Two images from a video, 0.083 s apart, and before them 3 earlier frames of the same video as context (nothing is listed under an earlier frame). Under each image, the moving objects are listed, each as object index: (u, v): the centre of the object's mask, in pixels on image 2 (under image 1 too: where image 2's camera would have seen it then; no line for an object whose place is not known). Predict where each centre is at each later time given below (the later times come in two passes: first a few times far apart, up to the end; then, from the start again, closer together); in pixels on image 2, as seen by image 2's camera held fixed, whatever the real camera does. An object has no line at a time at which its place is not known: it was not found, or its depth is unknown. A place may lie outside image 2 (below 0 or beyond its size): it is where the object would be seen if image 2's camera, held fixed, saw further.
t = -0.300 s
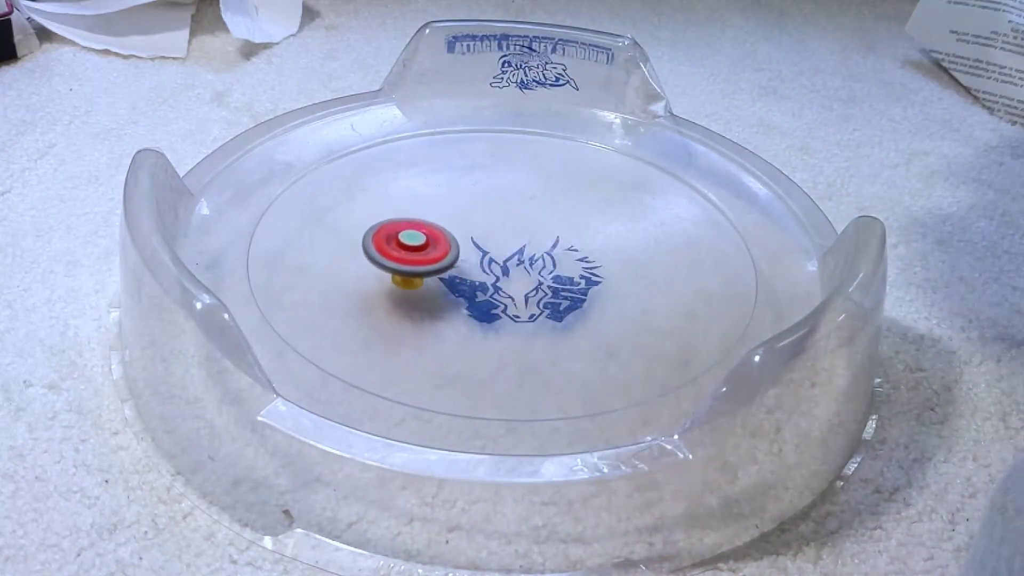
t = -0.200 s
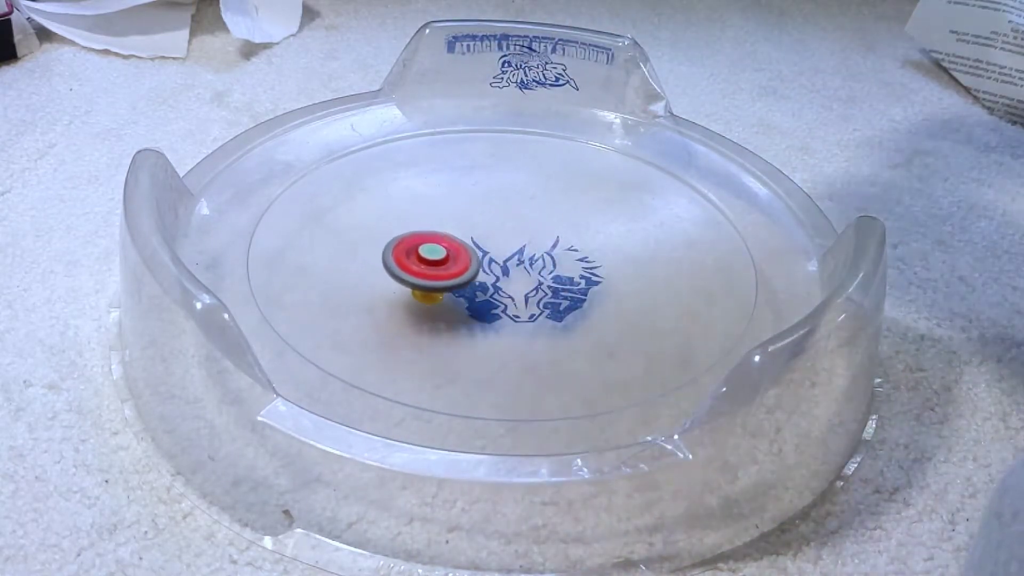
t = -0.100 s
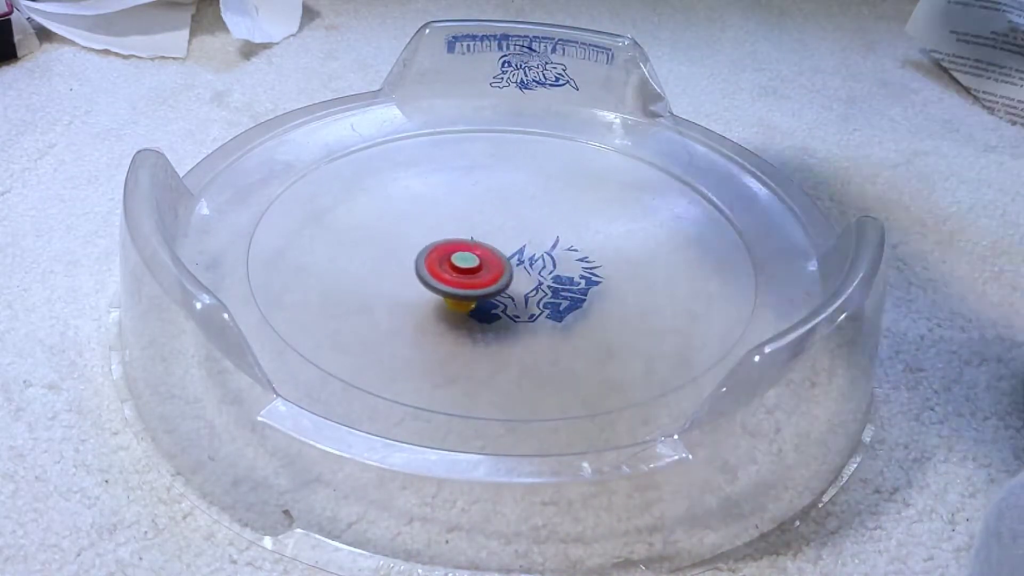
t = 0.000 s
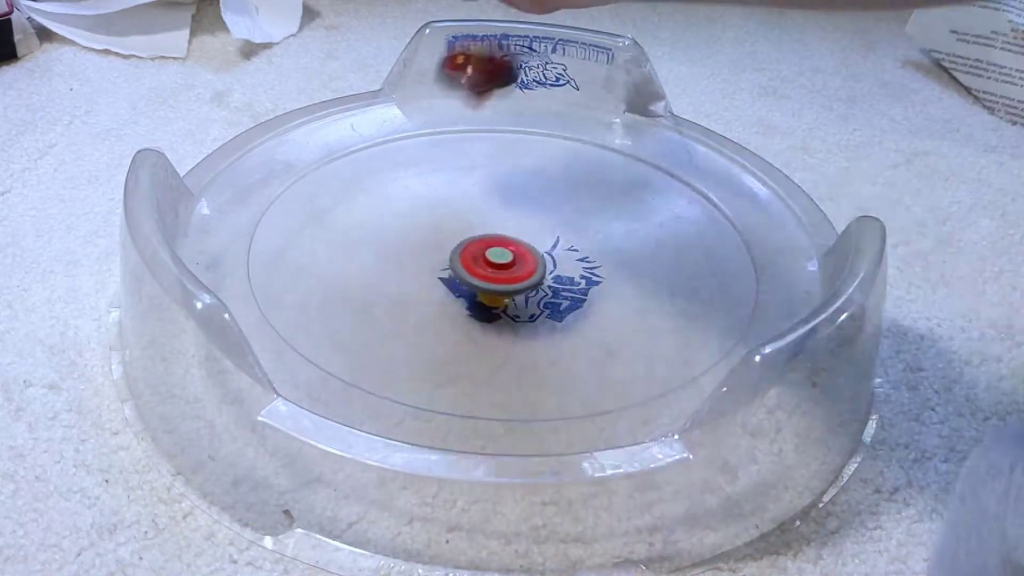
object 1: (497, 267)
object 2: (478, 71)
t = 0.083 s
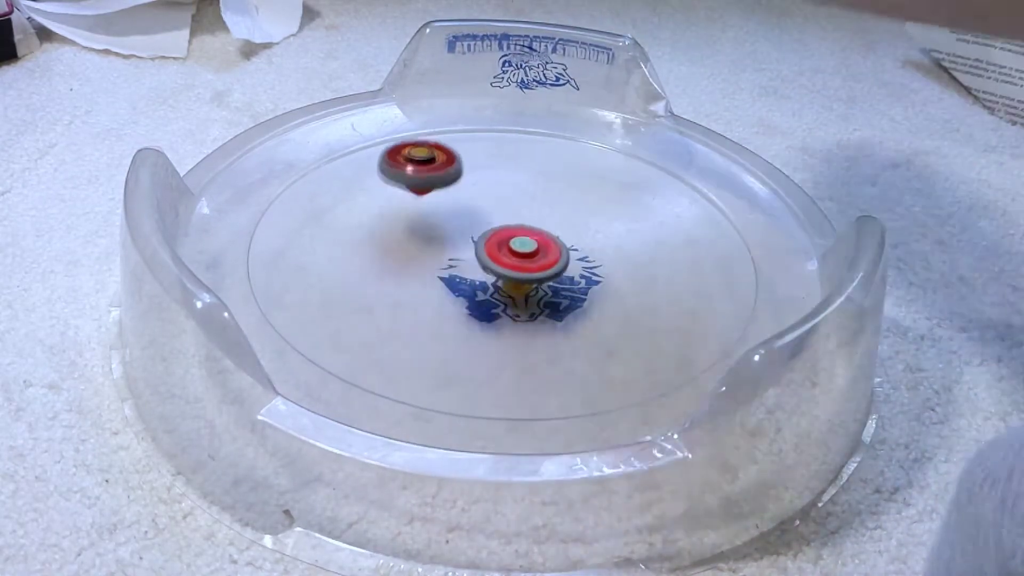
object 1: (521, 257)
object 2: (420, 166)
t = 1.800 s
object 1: (520, 269)
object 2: (516, 215)
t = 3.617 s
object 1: (524, 224)
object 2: (519, 283)
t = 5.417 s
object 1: (515, 224)
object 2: (436, 256)
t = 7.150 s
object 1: (485, 242)
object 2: (561, 283)
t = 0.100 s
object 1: (525, 255)
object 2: (410, 175)
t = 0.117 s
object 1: (528, 252)
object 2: (400, 189)
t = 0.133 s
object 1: (532, 248)
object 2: (390, 209)
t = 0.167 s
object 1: (534, 243)
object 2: (379, 222)
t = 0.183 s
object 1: (535, 239)
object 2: (375, 229)
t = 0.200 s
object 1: (535, 234)
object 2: (371, 242)
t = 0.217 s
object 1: (534, 231)
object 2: (367, 261)
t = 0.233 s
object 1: (533, 227)
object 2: (368, 268)
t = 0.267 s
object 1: (530, 222)
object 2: (374, 284)
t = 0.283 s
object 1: (529, 220)
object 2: (378, 300)
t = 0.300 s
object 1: (526, 217)
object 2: (383, 310)
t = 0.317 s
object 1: (523, 214)
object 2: (391, 315)
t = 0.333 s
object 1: (520, 212)
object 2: (398, 326)
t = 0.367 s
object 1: (513, 209)
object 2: (416, 338)
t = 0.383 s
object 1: (509, 207)
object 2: (426, 342)
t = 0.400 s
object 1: (506, 206)
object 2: (435, 345)
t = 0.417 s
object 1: (502, 205)
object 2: (444, 348)
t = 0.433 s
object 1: (498, 204)
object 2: (452, 349)
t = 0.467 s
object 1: (490, 204)
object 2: (467, 351)
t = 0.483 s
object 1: (486, 203)
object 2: (474, 352)
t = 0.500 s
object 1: (482, 204)
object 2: (481, 352)
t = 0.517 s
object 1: (478, 204)
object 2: (489, 352)
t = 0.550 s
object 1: (472, 207)
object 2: (502, 352)
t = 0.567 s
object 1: (470, 208)
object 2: (509, 351)
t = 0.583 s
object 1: (467, 210)
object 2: (516, 350)
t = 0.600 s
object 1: (465, 212)
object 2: (523, 350)
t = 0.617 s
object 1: (463, 214)
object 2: (530, 349)
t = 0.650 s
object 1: (459, 219)
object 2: (542, 346)
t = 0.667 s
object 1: (458, 221)
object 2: (548, 345)
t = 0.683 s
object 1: (457, 224)
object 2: (554, 343)
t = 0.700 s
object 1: (457, 227)
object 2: (559, 341)
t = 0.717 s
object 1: (457, 230)
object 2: (564, 339)
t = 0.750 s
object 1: (460, 237)
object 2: (574, 335)
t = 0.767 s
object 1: (463, 240)
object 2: (578, 332)
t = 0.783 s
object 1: (466, 243)
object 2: (582, 330)
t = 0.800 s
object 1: (469, 246)
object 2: (585, 327)
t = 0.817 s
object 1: (473, 249)
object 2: (589, 325)
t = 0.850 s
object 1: (483, 254)
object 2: (595, 320)
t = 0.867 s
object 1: (488, 256)
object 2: (597, 317)
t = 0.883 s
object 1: (493, 258)
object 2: (599, 314)
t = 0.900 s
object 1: (499, 260)
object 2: (601, 311)
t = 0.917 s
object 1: (504, 261)
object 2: (602, 308)
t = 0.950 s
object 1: (515, 263)
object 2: (604, 302)
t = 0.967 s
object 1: (521, 263)
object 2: (605, 299)
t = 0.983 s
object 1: (525, 263)
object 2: (606, 297)
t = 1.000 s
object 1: (527, 262)
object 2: (609, 295)
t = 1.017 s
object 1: (528, 260)
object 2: (611, 293)
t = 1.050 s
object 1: (530, 257)
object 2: (612, 288)
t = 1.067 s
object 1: (529, 257)
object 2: (614, 286)
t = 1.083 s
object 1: (528, 255)
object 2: (615, 284)
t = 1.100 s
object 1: (527, 253)
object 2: (615, 282)
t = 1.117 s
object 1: (526, 253)
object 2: (615, 279)
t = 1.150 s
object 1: (525, 252)
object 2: (614, 274)
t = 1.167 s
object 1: (523, 251)
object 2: (615, 272)
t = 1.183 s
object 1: (521, 250)
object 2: (616, 270)
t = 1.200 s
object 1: (519, 248)
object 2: (615, 267)
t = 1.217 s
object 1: (517, 247)
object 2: (614, 265)
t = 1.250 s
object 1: (512, 245)
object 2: (611, 260)
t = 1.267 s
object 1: (510, 242)
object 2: (610, 258)
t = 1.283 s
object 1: (507, 241)
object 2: (608, 255)
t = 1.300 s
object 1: (505, 240)
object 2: (606, 253)
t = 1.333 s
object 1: (499, 240)
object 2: (602, 248)
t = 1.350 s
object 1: (497, 240)
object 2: (599, 246)
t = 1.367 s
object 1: (494, 240)
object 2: (597, 244)
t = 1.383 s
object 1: (491, 240)
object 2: (594, 242)
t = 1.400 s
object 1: (489, 241)
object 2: (592, 240)
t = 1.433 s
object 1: (484, 242)
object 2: (586, 237)
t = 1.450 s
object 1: (482, 243)
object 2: (583, 235)
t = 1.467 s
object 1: (480, 243)
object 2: (580, 233)
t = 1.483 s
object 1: (478, 245)
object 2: (577, 232)
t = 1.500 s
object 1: (476, 246)
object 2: (573, 230)
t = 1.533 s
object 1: (476, 249)
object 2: (567, 227)
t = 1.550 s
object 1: (476, 252)
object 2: (563, 226)
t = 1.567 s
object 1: (477, 254)
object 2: (560, 225)
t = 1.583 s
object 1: (478, 256)
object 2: (557, 224)
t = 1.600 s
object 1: (480, 258)
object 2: (553, 223)
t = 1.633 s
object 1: (485, 262)
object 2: (547, 221)
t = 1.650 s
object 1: (488, 264)
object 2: (544, 220)
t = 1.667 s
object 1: (491, 265)
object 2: (540, 219)
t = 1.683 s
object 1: (495, 267)
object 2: (538, 218)
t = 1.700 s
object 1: (499, 268)
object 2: (535, 218)
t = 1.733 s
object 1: (506, 269)
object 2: (530, 217)
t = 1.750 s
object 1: (509, 269)
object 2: (527, 216)
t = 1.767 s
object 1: (513, 270)
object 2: (523, 216)
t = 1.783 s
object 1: (516, 270)
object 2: (520, 215)
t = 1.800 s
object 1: (520, 269)
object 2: (516, 215)
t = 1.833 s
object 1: (527, 268)
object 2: (509, 215)
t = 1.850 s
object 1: (530, 267)
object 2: (505, 215)
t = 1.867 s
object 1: (533, 266)
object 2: (501, 215)
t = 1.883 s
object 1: (537, 263)
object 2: (498, 215)
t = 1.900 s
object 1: (538, 263)
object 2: (494, 215)
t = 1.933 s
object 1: (544, 260)
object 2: (487, 215)
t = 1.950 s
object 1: (546, 258)
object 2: (484, 216)
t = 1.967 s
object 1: (548, 257)
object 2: (481, 216)
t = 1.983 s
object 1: (549, 255)
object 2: (478, 217)
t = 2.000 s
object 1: (549, 253)
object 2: (475, 218)
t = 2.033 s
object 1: (549, 249)
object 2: (469, 219)
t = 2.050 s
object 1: (548, 247)
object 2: (466, 220)
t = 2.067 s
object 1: (546, 245)
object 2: (463, 221)
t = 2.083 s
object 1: (545, 243)
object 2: (460, 222)
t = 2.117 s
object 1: (557, 244)
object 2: (440, 219)
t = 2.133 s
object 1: (561, 244)
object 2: (431, 218)
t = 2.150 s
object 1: (564, 243)
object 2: (425, 218)
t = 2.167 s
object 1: (566, 242)
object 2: (421, 219)
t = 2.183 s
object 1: (566, 241)
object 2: (417, 221)
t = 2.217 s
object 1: (566, 238)
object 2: (412, 224)
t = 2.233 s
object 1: (566, 238)
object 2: (409, 226)
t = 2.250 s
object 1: (565, 237)
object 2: (407, 227)
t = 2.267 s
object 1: (564, 237)
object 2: (405, 229)
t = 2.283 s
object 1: (563, 236)
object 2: (404, 231)
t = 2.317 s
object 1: (560, 235)
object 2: (401, 235)
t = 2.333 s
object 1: (559, 235)
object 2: (400, 237)
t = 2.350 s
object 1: (557, 235)
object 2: (398, 239)
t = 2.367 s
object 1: (555, 235)
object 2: (398, 241)
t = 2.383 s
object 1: (552, 235)
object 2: (397, 243)
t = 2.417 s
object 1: (547, 235)
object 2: (397, 247)
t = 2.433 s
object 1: (544, 236)
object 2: (397, 249)
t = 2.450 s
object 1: (542, 236)
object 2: (397, 252)
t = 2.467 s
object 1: (539, 237)
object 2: (398, 254)
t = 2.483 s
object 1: (536, 237)
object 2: (398, 255)
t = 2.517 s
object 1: (530, 240)
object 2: (400, 260)
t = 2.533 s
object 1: (527, 241)
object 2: (401, 261)
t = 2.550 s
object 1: (524, 242)
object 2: (403, 263)
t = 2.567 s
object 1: (522, 244)
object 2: (404, 265)
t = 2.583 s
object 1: (520, 247)
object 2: (406, 267)
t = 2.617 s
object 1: (516, 251)
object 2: (410, 271)
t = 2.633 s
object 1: (515, 253)
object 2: (412, 273)
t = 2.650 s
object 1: (514, 255)
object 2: (414, 274)
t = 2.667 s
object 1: (513, 258)
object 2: (416, 276)
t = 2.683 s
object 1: (513, 260)
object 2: (419, 277)
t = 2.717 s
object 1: (515, 265)
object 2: (424, 280)
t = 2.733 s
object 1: (519, 267)
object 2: (424, 281)
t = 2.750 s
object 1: (524, 269)
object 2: (425, 282)
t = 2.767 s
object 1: (529, 269)
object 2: (427, 283)
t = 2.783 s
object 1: (532, 269)
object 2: (430, 285)
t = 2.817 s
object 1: (538, 270)
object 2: (435, 287)
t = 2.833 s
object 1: (540, 271)
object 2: (438, 288)
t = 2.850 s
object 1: (542, 272)
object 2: (441, 288)
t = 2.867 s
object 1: (544, 272)
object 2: (443, 289)
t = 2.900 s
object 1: (546, 272)
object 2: (449, 291)
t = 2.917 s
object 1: (547, 272)
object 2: (453, 291)
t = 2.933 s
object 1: (548, 272)
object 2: (456, 292)
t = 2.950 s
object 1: (549, 272)
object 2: (460, 293)
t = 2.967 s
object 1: (551, 272)
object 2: (461, 293)
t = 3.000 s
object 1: (567, 268)
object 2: (455, 294)
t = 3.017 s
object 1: (573, 266)
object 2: (455, 294)
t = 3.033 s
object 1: (575, 264)
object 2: (456, 294)
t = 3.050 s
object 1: (577, 262)
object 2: (459, 295)
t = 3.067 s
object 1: (578, 261)
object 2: (462, 295)
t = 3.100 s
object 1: (579, 259)
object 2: (467, 296)
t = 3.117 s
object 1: (579, 258)
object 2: (469, 296)
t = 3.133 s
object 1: (579, 257)
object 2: (471, 296)
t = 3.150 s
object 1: (580, 256)
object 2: (474, 296)
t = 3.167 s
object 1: (580, 255)
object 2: (477, 296)
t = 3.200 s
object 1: (579, 252)
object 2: (482, 296)
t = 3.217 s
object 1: (579, 251)
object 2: (484, 295)
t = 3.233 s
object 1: (578, 250)
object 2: (487, 295)
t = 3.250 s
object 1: (577, 249)
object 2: (489, 295)
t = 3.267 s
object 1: (575, 248)
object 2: (491, 294)
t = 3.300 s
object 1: (573, 246)
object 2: (496, 293)
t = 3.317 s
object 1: (571, 245)
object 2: (498, 292)
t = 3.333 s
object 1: (570, 244)
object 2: (500, 292)
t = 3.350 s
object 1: (567, 243)
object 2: (502, 291)
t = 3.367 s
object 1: (565, 243)
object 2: (504, 290)
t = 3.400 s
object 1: (561, 241)
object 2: (508, 288)
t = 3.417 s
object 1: (559, 240)
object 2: (510, 288)
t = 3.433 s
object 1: (557, 238)
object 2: (510, 288)
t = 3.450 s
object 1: (556, 237)
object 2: (510, 287)
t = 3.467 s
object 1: (553, 235)
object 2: (512, 287)
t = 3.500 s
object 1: (548, 232)
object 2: (514, 286)
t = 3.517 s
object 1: (546, 230)
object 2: (513, 286)
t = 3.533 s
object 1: (542, 228)
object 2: (514, 285)
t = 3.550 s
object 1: (539, 227)
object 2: (515, 285)
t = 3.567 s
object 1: (535, 226)
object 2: (516, 284)
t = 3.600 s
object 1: (527, 225)
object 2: (518, 283)
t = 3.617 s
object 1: (524, 224)
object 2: (519, 283)
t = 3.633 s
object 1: (521, 222)
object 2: (519, 283)
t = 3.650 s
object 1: (517, 221)
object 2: (519, 284)
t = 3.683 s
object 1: (508, 221)
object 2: (520, 283)
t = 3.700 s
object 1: (504, 221)
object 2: (520, 283)
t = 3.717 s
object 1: (500, 222)
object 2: (521, 283)
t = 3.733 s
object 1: (496, 222)
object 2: (522, 283)
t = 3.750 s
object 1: (492, 222)
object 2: (523, 282)
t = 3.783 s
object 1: (484, 224)
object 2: (523, 281)
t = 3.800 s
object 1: (480, 226)
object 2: (524, 280)
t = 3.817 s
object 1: (476, 227)
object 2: (524, 280)
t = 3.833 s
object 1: (472, 228)
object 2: (525, 279)
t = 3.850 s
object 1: (469, 230)
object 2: (525, 279)
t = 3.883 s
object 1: (461, 233)
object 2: (525, 276)
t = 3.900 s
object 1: (457, 235)
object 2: (526, 276)
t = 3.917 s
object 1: (453, 236)
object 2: (528, 276)
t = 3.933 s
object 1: (449, 237)
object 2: (530, 276)
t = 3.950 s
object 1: (447, 239)
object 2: (531, 275)
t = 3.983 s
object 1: (444, 244)
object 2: (533, 273)
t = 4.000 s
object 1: (443, 246)
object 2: (533, 272)
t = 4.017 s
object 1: (442, 248)
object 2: (534, 272)
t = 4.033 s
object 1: (441, 250)
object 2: (534, 271)
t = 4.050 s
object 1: (441, 252)
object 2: (535, 270)
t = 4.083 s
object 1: (440, 257)
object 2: (535, 268)
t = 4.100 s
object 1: (441, 259)
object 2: (535, 267)
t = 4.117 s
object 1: (441, 261)
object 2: (535, 265)
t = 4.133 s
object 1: (442, 264)
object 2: (535, 264)
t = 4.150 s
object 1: (443, 266)
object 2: (535, 262)
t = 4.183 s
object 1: (446, 271)
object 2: (534, 260)
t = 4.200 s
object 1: (448, 273)
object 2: (534, 259)
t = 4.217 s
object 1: (449, 276)
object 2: (534, 258)
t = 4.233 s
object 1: (450, 279)
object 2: (534, 256)
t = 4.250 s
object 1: (452, 281)
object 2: (534, 255)
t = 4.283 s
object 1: (457, 286)
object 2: (533, 253)
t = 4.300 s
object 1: (460, 288)
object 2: (532, 252)
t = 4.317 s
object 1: (464, 290)
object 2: (531, 251)
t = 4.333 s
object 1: (468, 292)
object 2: (530, 250)
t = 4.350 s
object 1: (472, 293)
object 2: (529, 249)
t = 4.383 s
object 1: (481, 296)
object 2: (527, 247)
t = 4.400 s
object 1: (486, 296)
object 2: (526, 246)
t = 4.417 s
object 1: (490, 297)
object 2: (525, 245)
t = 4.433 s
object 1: (495, 297)
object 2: (523, 245)
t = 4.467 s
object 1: (503, 297)
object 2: (521, 243)
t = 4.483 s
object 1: (507, 296)
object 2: (519, 243)
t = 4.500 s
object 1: (510, 296)
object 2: (518, 242)
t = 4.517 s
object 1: (513, 295)
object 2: (517, 242)
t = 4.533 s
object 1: (516, 294)
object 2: (515, 241)
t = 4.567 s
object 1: (522, 293)
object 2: (512, 240)
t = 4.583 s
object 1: (525, 292)
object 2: (511, 240)
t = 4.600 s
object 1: (528, 290)
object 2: (509, 240)
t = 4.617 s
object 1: (531, 289)
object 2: (507, 239)
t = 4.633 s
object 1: (534, 288)
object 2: (506, 239)
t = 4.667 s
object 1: (539, 287)
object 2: (502, 239)
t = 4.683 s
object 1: (541, 286)
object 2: (500, 239)
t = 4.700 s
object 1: (544, 285)
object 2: (499, 239)
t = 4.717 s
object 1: (546, 284)
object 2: (497, 238)
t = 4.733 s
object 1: (548, 282)
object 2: (495, 238)
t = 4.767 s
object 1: (551, 280)
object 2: (491, 238)
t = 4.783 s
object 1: (552, 278)
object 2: (490, 238)
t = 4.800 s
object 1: (553, 277)
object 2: (488, 238)
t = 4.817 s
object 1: (555, 275)
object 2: (487, 238)
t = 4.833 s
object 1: (557, 274)
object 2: (485, 238)
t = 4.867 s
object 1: (562, 271)
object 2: (480, 236)
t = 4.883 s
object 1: (564, 269)
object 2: (478, 236)
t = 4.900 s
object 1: (564, 268)
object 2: (476, 236)
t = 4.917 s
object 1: (565, 266)
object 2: (474, 236)
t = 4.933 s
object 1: (565, 264)
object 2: (473, 236)
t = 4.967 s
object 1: (565, 261)
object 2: (470, 237)
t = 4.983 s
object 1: (564, 259)
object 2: (468, 237)
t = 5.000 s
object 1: (563, 257)
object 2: (467, 238)
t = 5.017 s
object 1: (562, 256)
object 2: (466, 238)
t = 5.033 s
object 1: (561, 254)
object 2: (465, 239)
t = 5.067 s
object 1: (558, 251)
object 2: (463, 240)
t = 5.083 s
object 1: (556, 249)
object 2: (462, 241)
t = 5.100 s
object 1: (554, 248)
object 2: (462, 242)
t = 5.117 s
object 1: (552, 247)
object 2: (461, 243)
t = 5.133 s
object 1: (551, 245)
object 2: (460, 244)
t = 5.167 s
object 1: (548, 242)
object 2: (457, 245)
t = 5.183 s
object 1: (548, 240)
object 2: (455, 246)
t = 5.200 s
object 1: (550, 238)
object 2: (450, 246)
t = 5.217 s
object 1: (550, 236)
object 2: (448, 247)
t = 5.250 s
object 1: (547, 233)
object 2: (446, 248)
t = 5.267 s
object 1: (544, 232)
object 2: (445, 249)
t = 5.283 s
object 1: (541, 230)
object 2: (444, 249)
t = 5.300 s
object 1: (538, 229)
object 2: (444, 250)
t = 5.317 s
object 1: (535, 228)
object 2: (443, 251)
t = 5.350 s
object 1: (527, 226)
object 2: (442, 252)
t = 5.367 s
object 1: (523, 226)
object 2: (442, 253)
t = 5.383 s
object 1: (520, 226)
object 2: (441, 254)
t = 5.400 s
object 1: (516, 225)
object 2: (441, 254)
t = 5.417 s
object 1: (515, 224)
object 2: (436, 256)
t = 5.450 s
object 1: (514, 222)
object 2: (431, 259)
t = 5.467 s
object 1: (511, 221)
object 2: (430, 260)
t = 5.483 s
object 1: (509, 221)
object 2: (430, 261)
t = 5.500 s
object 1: (506, 222)
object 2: (430, 263)
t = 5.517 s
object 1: (503, 222)
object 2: (430, 264)
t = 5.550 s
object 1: (498, 223)
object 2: (431, 267)
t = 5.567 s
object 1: (495, 224)
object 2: (431, 268)
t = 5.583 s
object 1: (493, 225)
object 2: (431, 269)
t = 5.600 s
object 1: (491, 227)
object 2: (432, 270)
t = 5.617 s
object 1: (489, 228)
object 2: (433, 271)
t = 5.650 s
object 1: (486, 230)
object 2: (435, 274)
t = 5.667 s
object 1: (486, 230)
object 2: (433, 276)
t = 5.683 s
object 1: (487, 229)
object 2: (431, 279)
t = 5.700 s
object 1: (486, 230)
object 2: (431, 280)
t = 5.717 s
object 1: (486, 230)
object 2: (432, 281)
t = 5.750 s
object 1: (484, 231)
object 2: (434, 284)
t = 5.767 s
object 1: (483, 232)
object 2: (436, 285)
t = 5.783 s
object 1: (482, 232)
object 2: (437, 286)
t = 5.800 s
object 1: (482, 233)
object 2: (439, 286)
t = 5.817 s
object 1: (482, 235)
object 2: (440, 287)
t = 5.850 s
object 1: (482, 237)
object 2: (443, 289)
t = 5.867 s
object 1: (483, 238)
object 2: (445, 290)
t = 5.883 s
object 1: (484, 239)
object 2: (446, 290)
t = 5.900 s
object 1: (486, 241)
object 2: (448, 291)
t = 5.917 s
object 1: (489, 240)
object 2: (447, 294)
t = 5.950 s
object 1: (499, 237)
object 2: (445, 302)
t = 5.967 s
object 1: (502, 235)
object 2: (446, 304)
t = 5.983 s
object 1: (504, 234)
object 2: (447, 305)
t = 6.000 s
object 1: (505, 232)
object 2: (450, 306)
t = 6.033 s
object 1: (507, 229)
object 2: (455, 308)
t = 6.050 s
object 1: (508, 228)
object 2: (458, 309)
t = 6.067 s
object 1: (509, 227)
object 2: (461, 310)
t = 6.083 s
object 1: (509, 227)
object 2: (464, 310)
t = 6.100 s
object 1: (510, 227)
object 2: (467, 311)
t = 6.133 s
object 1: (510, 226)
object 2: (472, 311)
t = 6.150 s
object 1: (510, 226)
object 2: (475, 311)
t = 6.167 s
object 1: (510, 226)
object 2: (477, 312)
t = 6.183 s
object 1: (511, 226)
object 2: (480, 311)
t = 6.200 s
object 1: (511, 226)
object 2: (483, 311)
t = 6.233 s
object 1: (511, 226)
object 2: (488, 311)
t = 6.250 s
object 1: (511, 226)
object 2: (490, 311)
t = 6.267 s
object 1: (512, 226)
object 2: (493, 310)
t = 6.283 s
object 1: (512, 226)
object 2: (495, 310)
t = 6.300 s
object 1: (512, 227)
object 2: (498, 310)
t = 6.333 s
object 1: (512, 227)
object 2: (503, 309)
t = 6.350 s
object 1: (512, 227)
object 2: (505, 308)
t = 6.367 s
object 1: (512, 228)
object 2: (507, 307)
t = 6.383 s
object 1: (513, 228)
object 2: (508, 307)
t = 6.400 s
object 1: (513, 230)
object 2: (510, 306)
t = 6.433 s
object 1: (514, 231)
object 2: (513, 304)
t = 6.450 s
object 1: (514, 232)
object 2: (514, 304)
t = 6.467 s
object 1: (515, 232)
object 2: (516, 303)
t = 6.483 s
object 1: (515, 234)
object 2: (518, 302)
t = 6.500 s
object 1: (515, 234)
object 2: (519, 301)
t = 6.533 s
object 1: (517, 236)
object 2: (521, 299)
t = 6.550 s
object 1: (518, 237)
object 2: (523, 298)
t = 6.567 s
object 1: (519, 238)
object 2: (524, 297)
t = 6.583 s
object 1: (520, 238)
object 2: (525, 298)
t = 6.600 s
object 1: (521, 236)
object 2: (527, 303)
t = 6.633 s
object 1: (522, 228)
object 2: (530, 310)
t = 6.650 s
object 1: (521, 225)
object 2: (531, 311)
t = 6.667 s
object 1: (519, 222)
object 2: (532, 312)
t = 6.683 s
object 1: (517, 221)
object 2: (533, 312)
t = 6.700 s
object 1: (515, 220)
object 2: (535, 312)
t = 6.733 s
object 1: (511, 218)
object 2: (538, 310)
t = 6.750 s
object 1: (508, 218)
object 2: (540, 309)
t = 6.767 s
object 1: (506, 218)
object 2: (542, 309)
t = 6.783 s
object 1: (504, 218)
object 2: (543, 308)
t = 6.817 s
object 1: (500, 218)
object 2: (546, 306)
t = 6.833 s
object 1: (498, 219)
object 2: (548, 305)
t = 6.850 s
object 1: (497, 219)
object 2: (549, 304)
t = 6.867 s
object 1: (495, 220)
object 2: (550, 303)
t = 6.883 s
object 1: (494, 220)
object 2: (551, 302)
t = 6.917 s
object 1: (492, 223)
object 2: (553, 300)
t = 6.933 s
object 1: (491, 224)
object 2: (554, 299)
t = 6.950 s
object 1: (490, 225)
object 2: (555, 298)
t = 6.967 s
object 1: (489, 226)
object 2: (556, 296)
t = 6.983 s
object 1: (488, 228)
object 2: (557, 295)
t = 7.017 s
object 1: (486, 230)
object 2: (559, 293)
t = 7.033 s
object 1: (485, 232)
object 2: (559, 291)
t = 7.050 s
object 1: (485, 233)
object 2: (560, 290)
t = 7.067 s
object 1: (484, 234)
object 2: (560, 289)
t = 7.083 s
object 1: (484, 236)
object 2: (560, 288)
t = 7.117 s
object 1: (484, 239)
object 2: (560, 285)
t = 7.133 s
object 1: (485, 241)
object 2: (561, 284)
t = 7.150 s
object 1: (485, 242)
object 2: (561, 283)
